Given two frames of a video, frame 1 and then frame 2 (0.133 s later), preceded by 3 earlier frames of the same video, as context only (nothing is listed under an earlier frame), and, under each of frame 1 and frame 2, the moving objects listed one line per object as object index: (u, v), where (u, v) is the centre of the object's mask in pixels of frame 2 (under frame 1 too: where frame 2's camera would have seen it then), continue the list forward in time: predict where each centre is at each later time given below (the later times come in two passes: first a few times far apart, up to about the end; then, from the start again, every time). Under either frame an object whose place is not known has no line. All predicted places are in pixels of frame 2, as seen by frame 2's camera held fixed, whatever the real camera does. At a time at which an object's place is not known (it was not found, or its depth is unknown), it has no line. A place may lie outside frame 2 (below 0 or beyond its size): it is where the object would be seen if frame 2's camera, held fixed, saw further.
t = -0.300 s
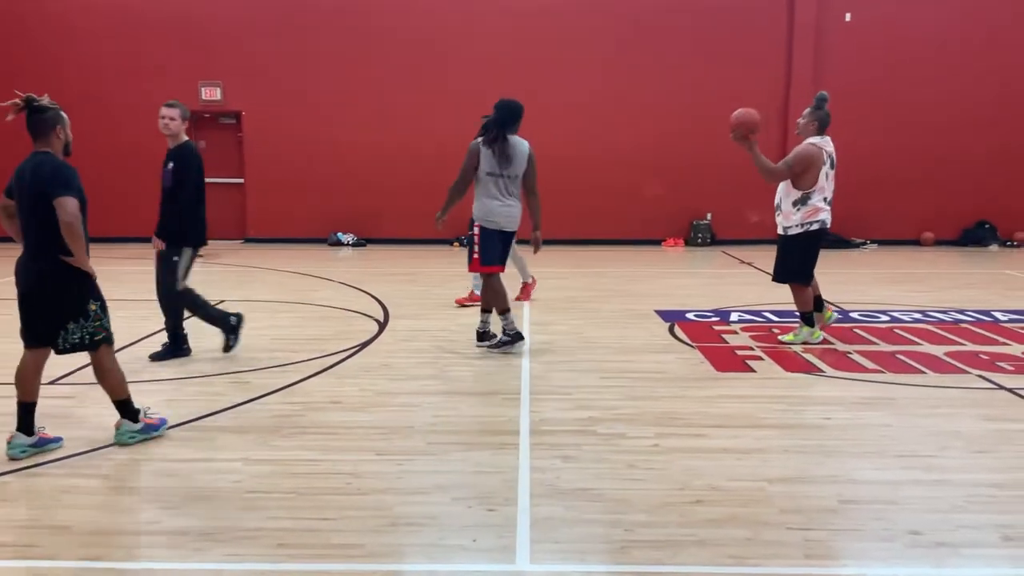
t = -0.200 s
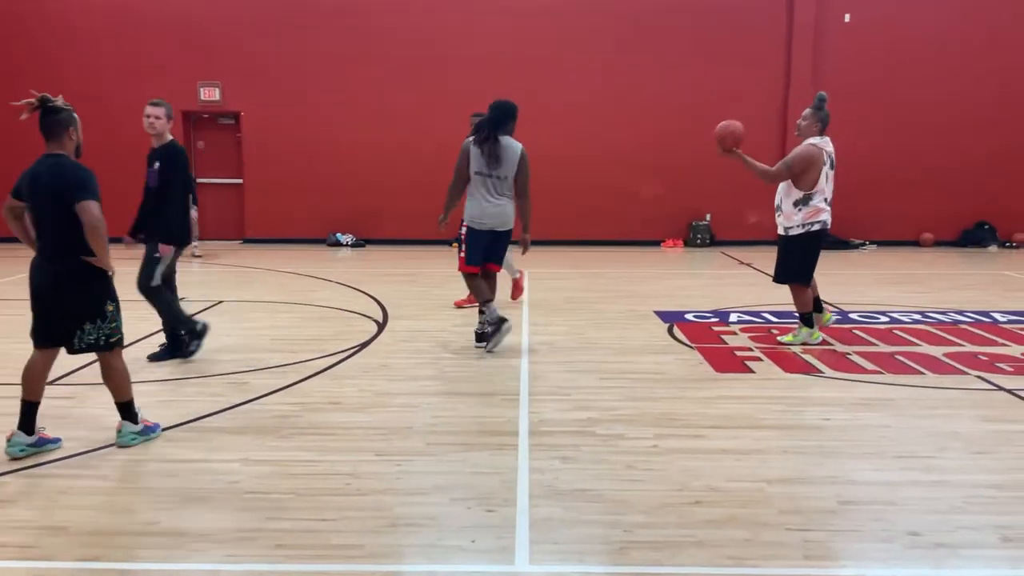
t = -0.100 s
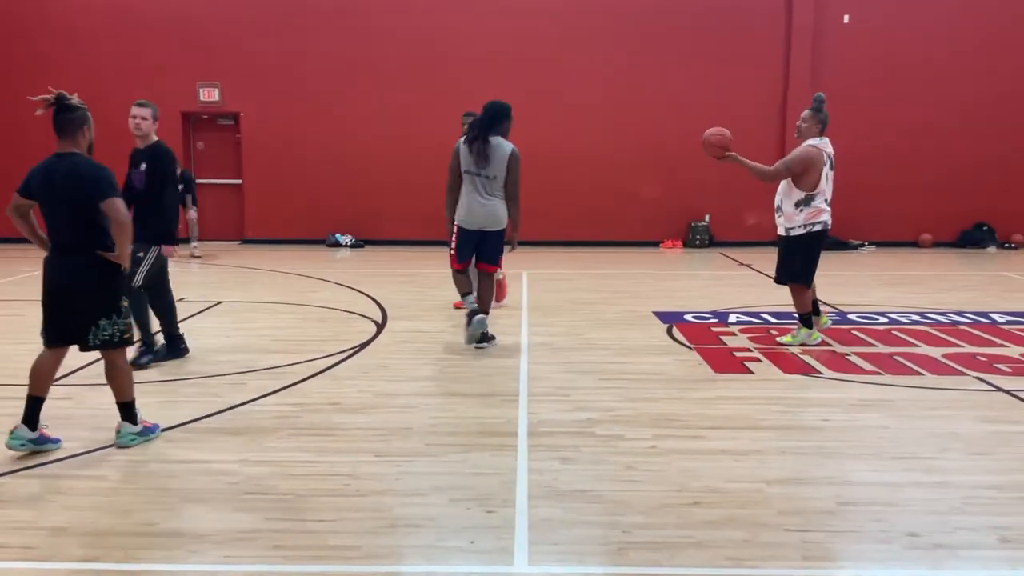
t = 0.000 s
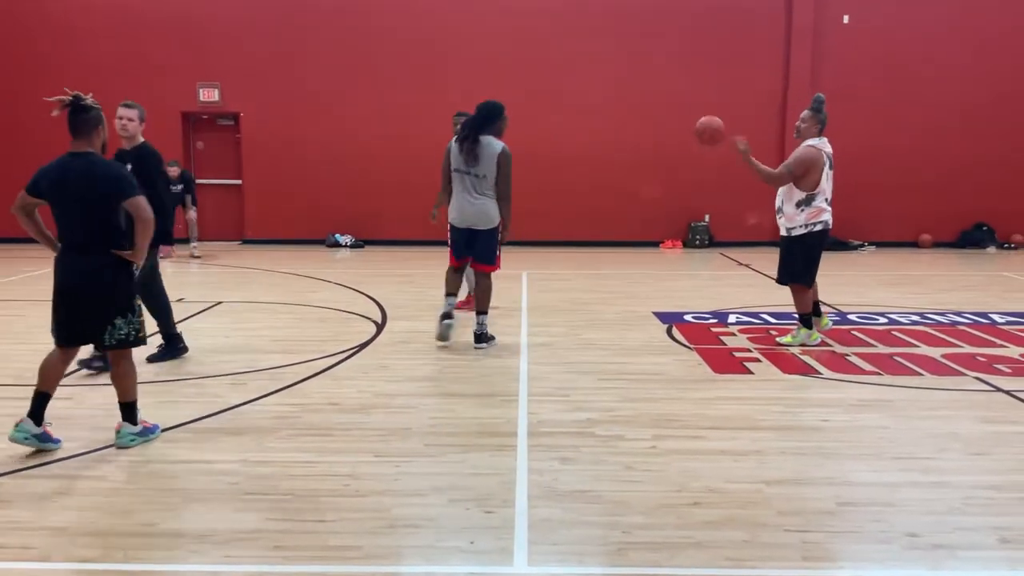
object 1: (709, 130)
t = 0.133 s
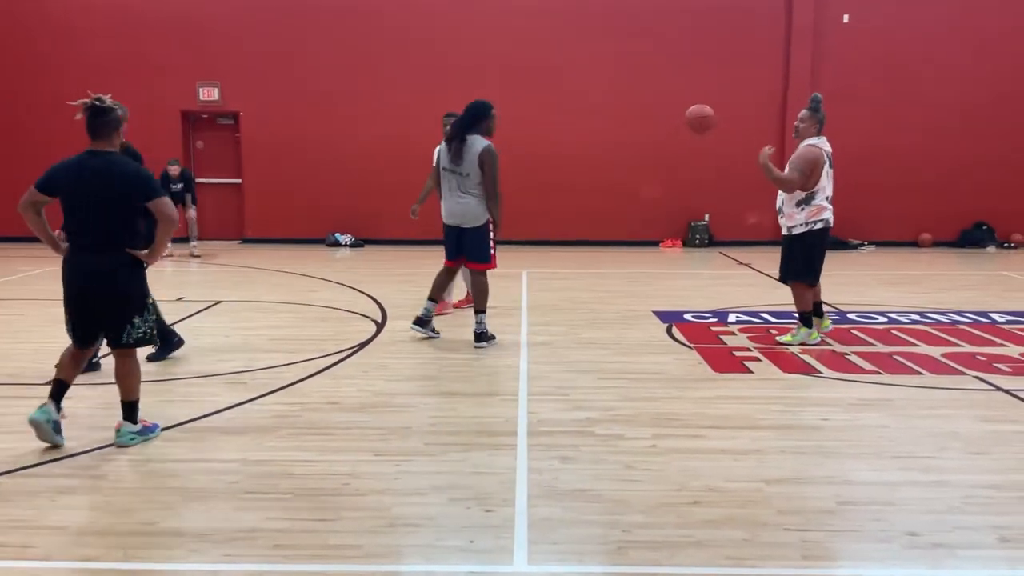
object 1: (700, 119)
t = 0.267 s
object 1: (689, 130)
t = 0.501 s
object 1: (670, 203)
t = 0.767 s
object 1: (646, 302)
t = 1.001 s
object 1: (618, 230)
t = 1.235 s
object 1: (589, 223)
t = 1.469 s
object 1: (558, 280)
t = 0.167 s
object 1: (697, 119)
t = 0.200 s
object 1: (695, 122)
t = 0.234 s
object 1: (692, 125)
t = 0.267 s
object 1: (689, 130)
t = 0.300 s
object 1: (686, 137)
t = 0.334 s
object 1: (683, 144)
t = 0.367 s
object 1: (681, 153)
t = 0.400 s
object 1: (679, 164)
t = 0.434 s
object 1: (676, 177)
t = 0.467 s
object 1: (673, 189)
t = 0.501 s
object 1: (670, 203)
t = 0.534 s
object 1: (667, 221)
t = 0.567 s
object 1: (665, 236)
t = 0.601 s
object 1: (661, 257)
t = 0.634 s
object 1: (659, 276)
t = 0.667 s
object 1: (656, 295)
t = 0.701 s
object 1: (653, 317)
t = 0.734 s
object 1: (649, 317)
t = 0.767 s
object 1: (646, 302)
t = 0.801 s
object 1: (642, 288)
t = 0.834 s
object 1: (638, 275)
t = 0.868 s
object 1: (634, 265)
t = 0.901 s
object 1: (630, 253)
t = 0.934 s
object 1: (626, 244)
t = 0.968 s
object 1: (622, 236)
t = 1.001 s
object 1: (618, 230)
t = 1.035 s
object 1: (614, 225)
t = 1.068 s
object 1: (610, 222)
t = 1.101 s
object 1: (605, 219)
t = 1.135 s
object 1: (601, 218)
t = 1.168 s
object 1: (597, 219)
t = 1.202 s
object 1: (593, 220)
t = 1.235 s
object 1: (589, 223)
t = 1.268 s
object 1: (585, 227)
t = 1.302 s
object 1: (580, 232)
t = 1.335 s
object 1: (576, 239)
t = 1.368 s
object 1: (572, 247)
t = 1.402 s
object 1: (567, 257)
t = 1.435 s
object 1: (563, 269)
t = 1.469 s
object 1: (558, 280)
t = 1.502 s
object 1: (554, 294)
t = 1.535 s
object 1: (550, 308)
